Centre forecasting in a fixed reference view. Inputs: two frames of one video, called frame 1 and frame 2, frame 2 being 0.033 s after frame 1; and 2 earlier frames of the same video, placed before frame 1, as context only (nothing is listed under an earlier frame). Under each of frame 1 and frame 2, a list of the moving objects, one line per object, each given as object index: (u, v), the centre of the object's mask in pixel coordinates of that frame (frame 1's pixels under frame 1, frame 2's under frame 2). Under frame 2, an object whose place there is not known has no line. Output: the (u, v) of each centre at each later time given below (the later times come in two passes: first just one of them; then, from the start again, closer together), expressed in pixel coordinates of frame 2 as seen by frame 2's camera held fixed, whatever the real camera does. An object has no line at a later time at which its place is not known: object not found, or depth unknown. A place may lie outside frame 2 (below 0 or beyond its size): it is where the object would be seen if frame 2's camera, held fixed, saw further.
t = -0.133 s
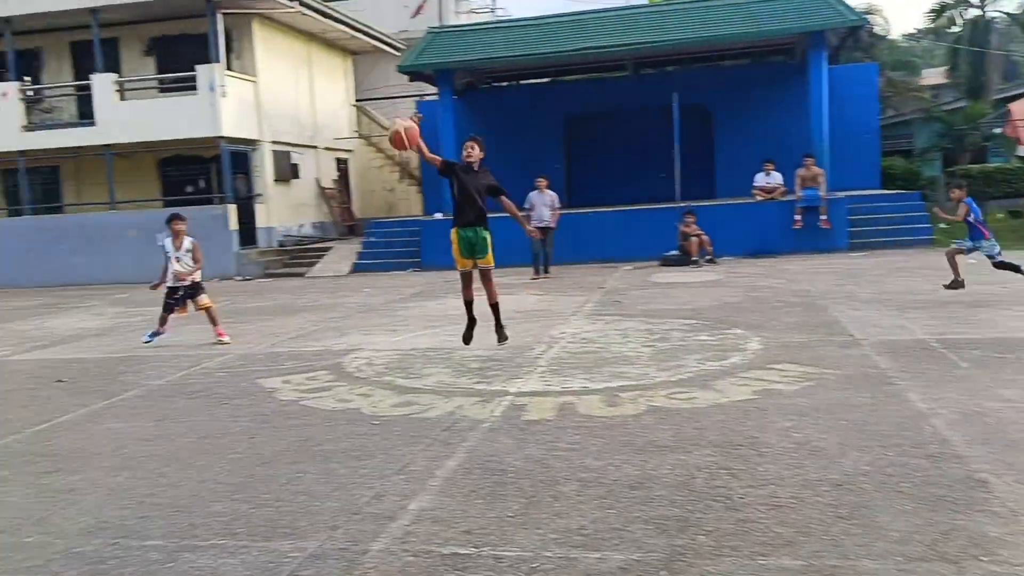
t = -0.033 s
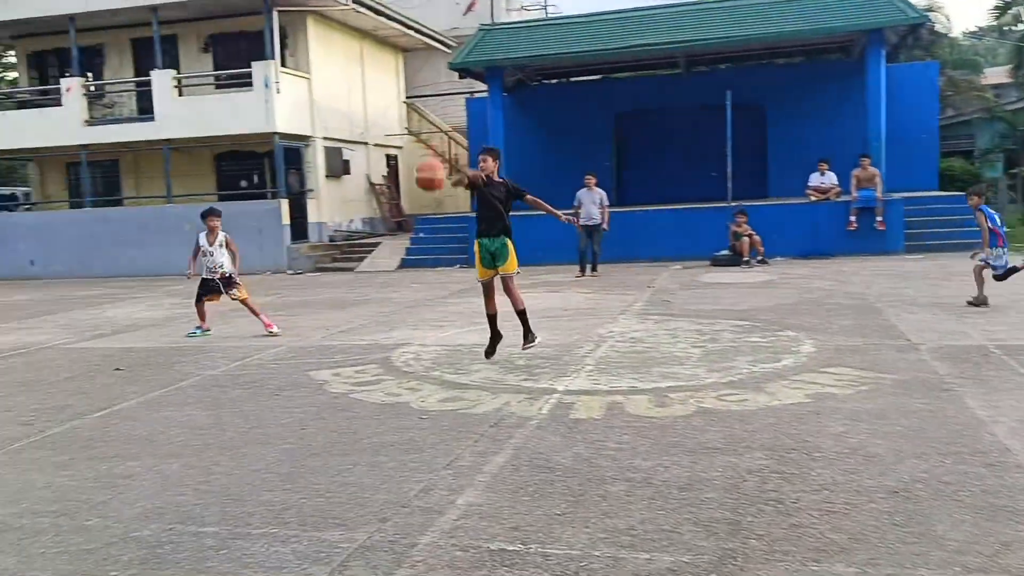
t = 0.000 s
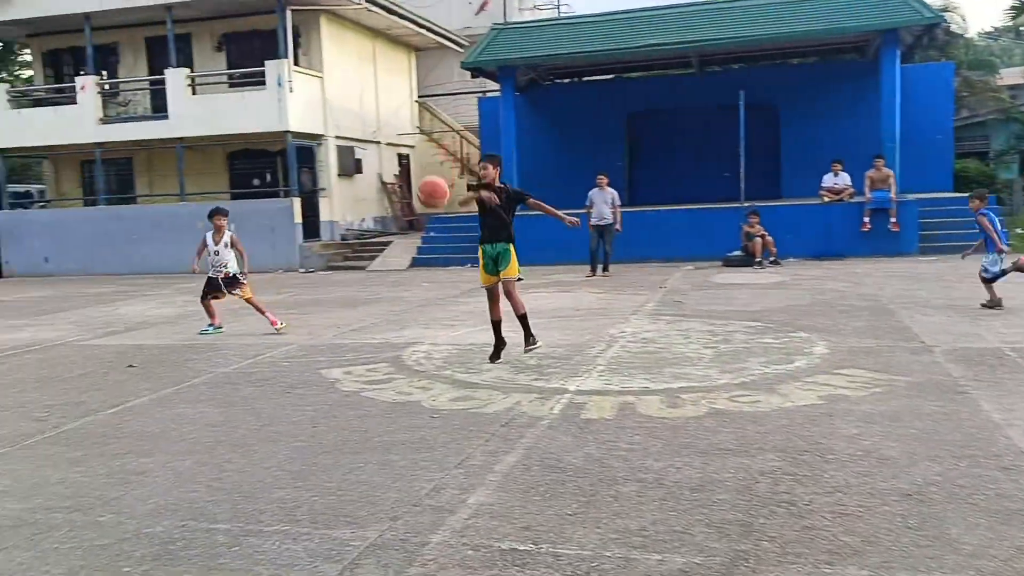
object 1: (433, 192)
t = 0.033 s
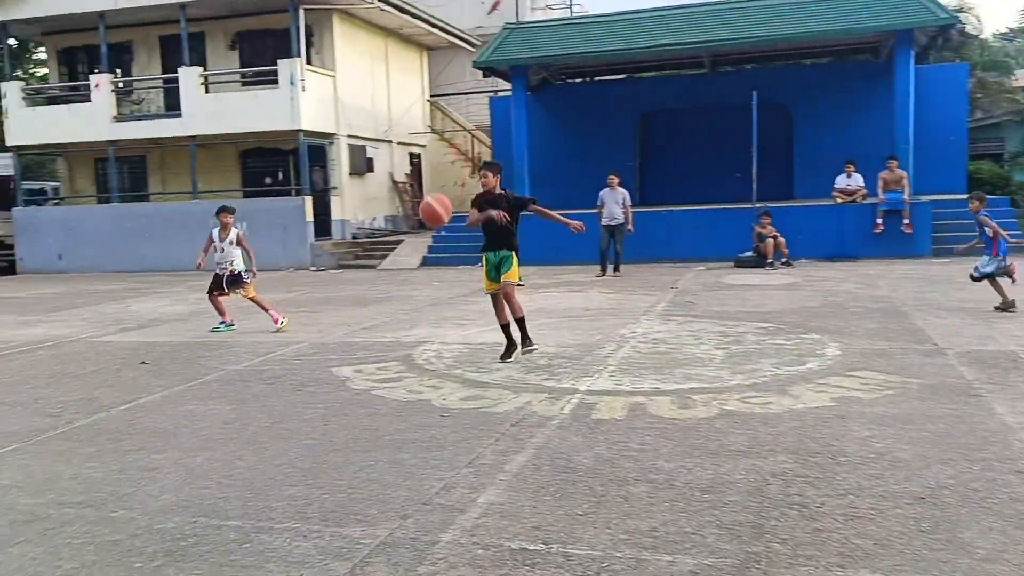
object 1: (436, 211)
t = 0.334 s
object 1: (372, 329)
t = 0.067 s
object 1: (427, 231)
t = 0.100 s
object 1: (419, 253)
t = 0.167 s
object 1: (402, 305)
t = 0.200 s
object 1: (393, 333)
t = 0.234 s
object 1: (385, 362)
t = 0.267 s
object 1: (378, 370)
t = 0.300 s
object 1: (375, 349)
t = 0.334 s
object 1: (372, 329)
